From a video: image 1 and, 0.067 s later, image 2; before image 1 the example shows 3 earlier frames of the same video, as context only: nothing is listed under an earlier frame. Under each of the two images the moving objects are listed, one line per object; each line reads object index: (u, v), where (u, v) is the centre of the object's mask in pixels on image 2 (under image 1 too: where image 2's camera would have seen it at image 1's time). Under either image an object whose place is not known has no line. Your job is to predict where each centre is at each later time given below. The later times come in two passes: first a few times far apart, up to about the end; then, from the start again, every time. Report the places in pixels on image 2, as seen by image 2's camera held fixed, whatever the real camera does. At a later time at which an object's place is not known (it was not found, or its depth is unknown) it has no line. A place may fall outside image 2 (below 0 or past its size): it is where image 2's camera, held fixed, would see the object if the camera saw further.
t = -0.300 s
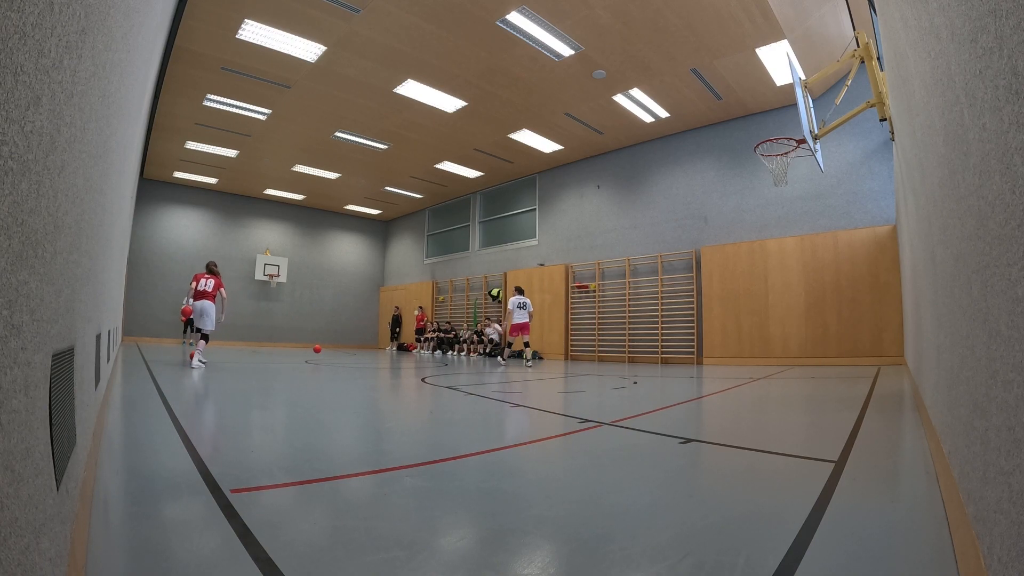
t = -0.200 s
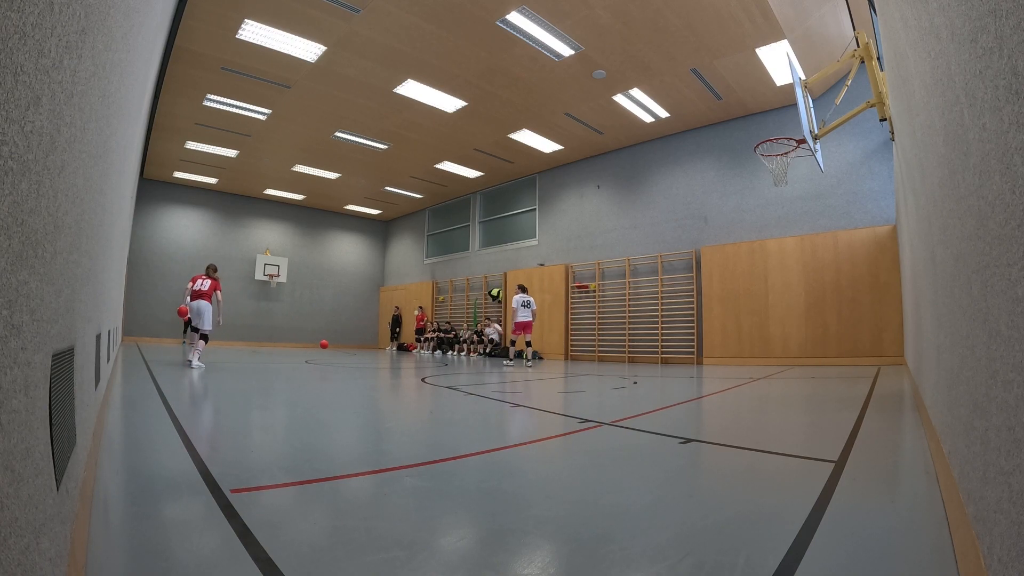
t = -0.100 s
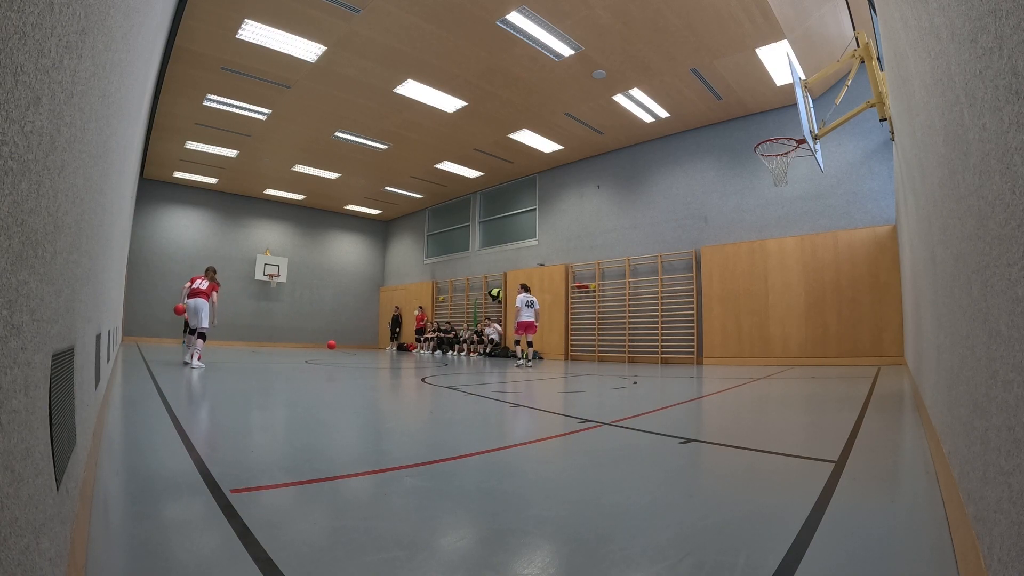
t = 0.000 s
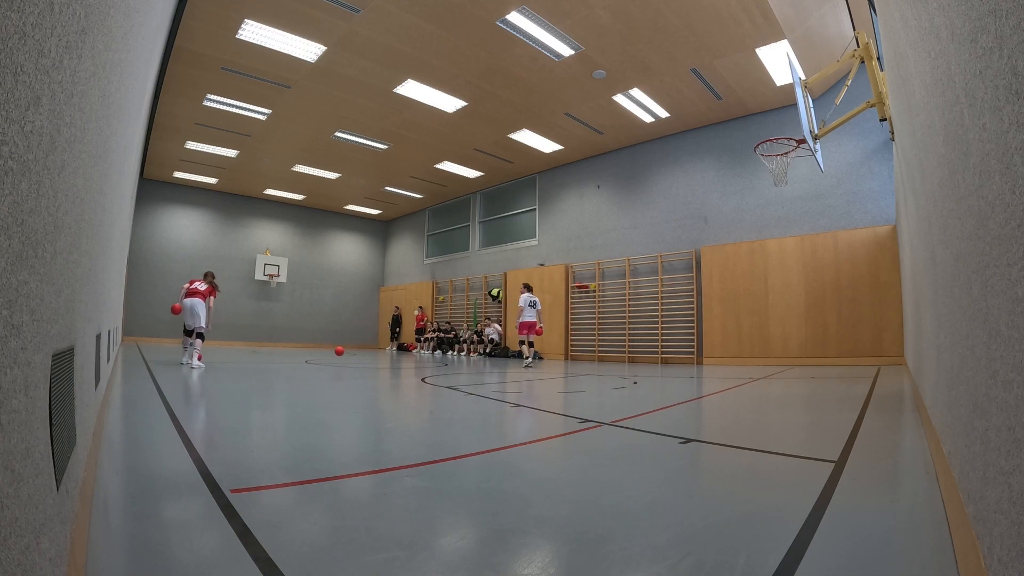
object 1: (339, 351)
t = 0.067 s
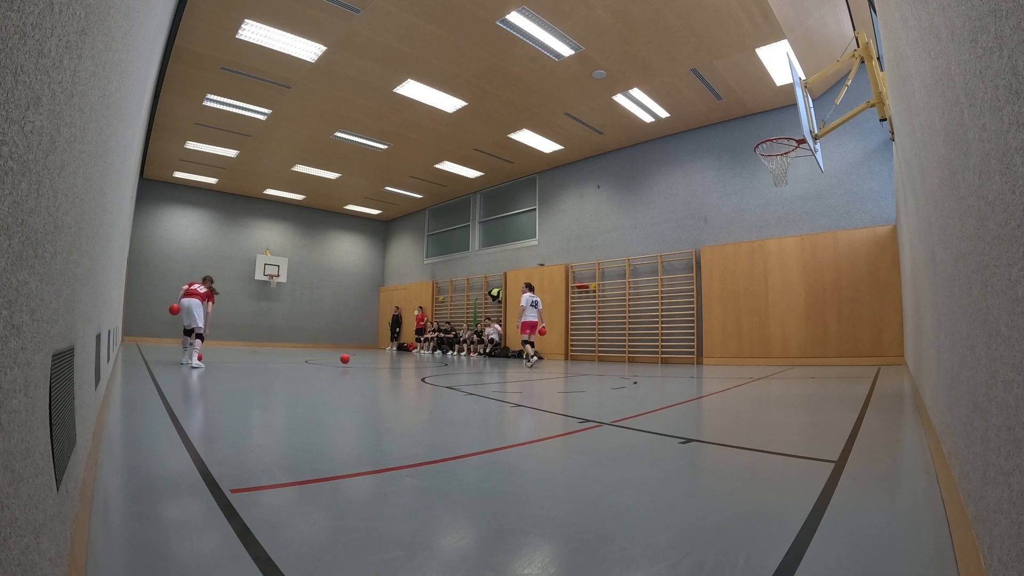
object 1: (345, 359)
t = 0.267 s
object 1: (363, 356)
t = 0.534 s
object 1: (393, 368)
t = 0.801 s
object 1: (430, 377)
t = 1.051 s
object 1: (474, 385)
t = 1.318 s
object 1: (535, 393)
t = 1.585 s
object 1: (615, 406)
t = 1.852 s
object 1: (721, 420)
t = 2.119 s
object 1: (852, 431)
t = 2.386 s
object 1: (866, 428)
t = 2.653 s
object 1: (798, 430)
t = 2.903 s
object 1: (746, 429)
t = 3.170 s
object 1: (696, 425)
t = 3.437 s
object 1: (651, 422)
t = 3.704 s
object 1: (612, 417)
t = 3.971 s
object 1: (577, 414)
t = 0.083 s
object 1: (346, 361)
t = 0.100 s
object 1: (348, 363)
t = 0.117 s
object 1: (349, 362)
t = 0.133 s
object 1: (351, 361)
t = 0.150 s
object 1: (352, 360)
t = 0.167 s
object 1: (353, 359)
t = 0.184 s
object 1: (355, 358)
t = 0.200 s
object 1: (357, 357)
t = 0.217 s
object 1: (358, 357)
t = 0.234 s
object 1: (360, 356)
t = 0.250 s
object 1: (362, 356)
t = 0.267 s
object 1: (363, 356)
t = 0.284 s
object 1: (365, 356)
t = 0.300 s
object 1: (367, 356)
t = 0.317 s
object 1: (369, 357)
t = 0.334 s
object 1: (370, 357)
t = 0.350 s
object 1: (372, 358)
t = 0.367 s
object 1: (374, 359)
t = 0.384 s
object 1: (376, 360)
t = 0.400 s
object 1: (377, 362)
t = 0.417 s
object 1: (379, 364)
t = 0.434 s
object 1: (381, 365)
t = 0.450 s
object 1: (383, 368)
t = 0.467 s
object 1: (385, 370)
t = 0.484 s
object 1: (387, 371)
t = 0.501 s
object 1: (389, 369)
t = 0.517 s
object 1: (391, 369)
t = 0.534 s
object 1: (393, 368)
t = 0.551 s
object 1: (395, 367)
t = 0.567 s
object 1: (397, 366)
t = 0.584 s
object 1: (399, 366)
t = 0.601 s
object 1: (401, 366)
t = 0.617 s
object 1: (404, 366)
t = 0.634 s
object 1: (406, 366)
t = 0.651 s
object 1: (408, 367)
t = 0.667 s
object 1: (410, 368)
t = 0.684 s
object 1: (413, 369)
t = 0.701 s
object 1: (415, 370)
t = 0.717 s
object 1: (417, 372)
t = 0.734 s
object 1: (420, 373)
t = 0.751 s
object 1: (422, 375)
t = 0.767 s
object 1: (425, 378)
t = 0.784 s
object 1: (427, 378)
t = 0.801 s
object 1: (430, 377)
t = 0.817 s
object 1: (433, 376)
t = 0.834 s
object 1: (435, 376)
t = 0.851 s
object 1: (438, 375)
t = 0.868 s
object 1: (441, 375)
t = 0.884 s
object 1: (443, 375)
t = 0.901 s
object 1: (446, 376)
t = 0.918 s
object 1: (449, 377)
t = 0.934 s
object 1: (452, 377)
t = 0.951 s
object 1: (455, 379)
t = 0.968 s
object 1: (458, 380)
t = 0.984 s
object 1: (461, 382)
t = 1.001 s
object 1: (465, 384)
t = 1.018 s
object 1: (468, 386)
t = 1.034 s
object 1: (471, 385)
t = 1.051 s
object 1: (474, 385)
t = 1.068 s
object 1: (477, 384)
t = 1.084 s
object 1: (481, 384)
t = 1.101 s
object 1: (484, 384)
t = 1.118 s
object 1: (488, 385)
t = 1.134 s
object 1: (491, 385)
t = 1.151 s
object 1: (495, 386)
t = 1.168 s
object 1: (499, 388)
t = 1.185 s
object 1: (502, 389)
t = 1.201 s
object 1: (506, 391)
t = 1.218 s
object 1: (510, 393)
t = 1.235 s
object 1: (514, 393)
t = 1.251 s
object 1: (518, 392)
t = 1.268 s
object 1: (522, 392)
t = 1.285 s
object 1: (526, 392)
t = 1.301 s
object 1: (530, 392)
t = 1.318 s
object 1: (535, 393)
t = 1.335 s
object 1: (539, 394)
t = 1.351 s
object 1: (544, 395)
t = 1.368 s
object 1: (548, 397)
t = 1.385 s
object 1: (553, 399)
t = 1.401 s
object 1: (558, 401)
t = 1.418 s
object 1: (562, 400)
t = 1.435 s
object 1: (567, 400)
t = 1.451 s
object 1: (572, 400)
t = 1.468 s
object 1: (577, 401)
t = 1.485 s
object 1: (583, 402)
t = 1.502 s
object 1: (588, 403)
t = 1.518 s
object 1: (593, 405)
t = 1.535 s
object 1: (599, 406)
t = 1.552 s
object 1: (604, 407)
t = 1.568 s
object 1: (610, 406)
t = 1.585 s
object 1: (615, 406)
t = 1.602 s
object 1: (621, 407)
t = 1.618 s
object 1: (627, 408)
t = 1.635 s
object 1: (633, 409)
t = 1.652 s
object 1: (639, 411)
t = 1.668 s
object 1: (646, 413)
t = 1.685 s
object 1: (652, 413)
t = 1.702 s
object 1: (658, 413)
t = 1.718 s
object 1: (665, 413)
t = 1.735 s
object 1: (671, 414)
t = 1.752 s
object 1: (678, 415)
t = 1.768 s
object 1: (685, 417)
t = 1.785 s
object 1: (692, 418)
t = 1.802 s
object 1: (699, 418)
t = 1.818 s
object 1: (706, 418)
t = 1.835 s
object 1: (713, 419)
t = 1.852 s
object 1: (721, 420)
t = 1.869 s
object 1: (728, 422)
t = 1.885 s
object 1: (736, 423)
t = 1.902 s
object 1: (743, 423)
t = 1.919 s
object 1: (751, 422)
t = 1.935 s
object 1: (759, 423)
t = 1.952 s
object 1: (767, 424)
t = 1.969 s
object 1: (775, 426)
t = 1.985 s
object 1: (783, 427)
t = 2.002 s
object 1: (792, 427)
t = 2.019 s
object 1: (800, 427)
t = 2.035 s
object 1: (808, 428)
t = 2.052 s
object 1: (817, 429)
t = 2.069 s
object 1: (825, 430)
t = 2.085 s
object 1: (834, 430)
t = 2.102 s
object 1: (843, 430)
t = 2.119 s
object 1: (852, 431)
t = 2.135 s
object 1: (861, 432)
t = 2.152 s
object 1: (869, 433)
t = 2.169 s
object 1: (879, 434)
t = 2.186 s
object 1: (888, 434)
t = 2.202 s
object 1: (897, 434)
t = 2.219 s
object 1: (906, 434)
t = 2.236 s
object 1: (915, 436)
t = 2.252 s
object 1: (916, 434)
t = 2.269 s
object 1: (910, 431)
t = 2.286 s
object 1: (904, 429)
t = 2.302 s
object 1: (897, 428)
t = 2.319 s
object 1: (891, 427)
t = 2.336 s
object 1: (885, 426)
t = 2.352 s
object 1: (879, 426)
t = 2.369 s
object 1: (872, 427)
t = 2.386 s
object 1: (866, 428)
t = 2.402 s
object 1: (860, 429)
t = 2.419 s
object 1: (854, 431)
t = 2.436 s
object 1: (847, 434)
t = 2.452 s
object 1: (842, 435)
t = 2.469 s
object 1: (838, 433)
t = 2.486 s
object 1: (835, 431)
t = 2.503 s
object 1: (831, 430)
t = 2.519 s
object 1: (827, 430)
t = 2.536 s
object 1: (824, 429)
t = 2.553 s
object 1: (820, 430)
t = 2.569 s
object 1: (816, 430)
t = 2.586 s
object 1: (812, 432)
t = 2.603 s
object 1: (809, 433)
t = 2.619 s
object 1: (805, 433)
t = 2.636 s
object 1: (801, 431)
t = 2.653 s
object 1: (798, 430)
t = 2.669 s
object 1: (794, 430)
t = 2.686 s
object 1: (791, 430)
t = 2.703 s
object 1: (787, 431)
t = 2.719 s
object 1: (783, 432)
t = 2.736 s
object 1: (780, 432)
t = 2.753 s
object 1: (776, 430)
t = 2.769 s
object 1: (773, 430)
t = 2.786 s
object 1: (769, 430)
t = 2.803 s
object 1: (766, 430)
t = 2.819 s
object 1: (762, 431)
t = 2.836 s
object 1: (759, 430)
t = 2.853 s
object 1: (756, 429)
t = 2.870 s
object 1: (752, 429)
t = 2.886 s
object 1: (749, 430)
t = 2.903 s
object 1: (746, 429)
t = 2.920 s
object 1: (742, 429)
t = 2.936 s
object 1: (739, 429)
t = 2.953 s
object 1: (736, 428)
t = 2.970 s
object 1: (732, 428)
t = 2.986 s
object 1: (729, 428)
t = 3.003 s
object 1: (726, 428)
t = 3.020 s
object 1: (723, 427)
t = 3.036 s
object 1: (720, 427)
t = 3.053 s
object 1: (717, 427)
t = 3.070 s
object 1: (714, 427)
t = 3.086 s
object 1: (711, 427)
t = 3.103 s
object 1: (708, 426)
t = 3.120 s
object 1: (704, 426)
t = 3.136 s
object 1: (701, 426)
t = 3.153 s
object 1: (698, 426)
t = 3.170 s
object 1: (696, 425)
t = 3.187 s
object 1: (692, 425)
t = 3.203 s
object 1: (690, 425)
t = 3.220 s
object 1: (687, 425)
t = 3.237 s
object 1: (684, 425)
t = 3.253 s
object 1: (681, 424)
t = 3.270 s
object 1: (678, 424)
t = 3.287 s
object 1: (675, 424)
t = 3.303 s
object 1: (673, 424)
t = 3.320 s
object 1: (670, 423)
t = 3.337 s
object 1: (667, 423)
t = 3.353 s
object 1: (664, 423)
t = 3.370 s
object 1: (662, 423)
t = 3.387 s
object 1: (659, 422)
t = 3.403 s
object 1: (656, 422)
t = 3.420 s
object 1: (654, 422)
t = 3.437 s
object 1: (651, 422)
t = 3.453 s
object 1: (649, 421)
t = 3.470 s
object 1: (646, 421)
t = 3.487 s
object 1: (644, 421)
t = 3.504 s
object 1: (641, 421)
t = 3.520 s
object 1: (638, 420)
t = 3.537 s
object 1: (636, 420)
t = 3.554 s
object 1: (633, 420)
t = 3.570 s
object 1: (631, 420)
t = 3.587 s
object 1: (628, 419)
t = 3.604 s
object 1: (626, 419)
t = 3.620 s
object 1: (624, 419)
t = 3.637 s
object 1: (621, 418)
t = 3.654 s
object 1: (619, 418)
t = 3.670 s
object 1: (617, 418)
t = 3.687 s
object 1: (614, 418)
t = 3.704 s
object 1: (612, 417)
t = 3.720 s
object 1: (610, 417)
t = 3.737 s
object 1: (607, 417)
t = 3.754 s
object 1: (605, 417)
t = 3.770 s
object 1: (603, 416)
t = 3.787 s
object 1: (601, 416)
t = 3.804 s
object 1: (598, 416)
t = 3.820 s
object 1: (596, 416)
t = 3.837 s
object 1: (594, 415)
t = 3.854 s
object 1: (592, 415)
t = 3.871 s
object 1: (590, 415)
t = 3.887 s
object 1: (588, 415)
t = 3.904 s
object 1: (586, 415)
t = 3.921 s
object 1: (584, 414)
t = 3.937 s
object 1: (581, 414)
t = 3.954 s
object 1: (579, 414)
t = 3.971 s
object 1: (577, 414)
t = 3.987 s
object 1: (575, 413)
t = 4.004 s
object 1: (573, 413)
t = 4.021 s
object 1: (571, 413)
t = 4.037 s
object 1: (569, 413)
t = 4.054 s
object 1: (567, 412)
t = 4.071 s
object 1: (565, 412)
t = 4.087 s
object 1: (564, 412)
